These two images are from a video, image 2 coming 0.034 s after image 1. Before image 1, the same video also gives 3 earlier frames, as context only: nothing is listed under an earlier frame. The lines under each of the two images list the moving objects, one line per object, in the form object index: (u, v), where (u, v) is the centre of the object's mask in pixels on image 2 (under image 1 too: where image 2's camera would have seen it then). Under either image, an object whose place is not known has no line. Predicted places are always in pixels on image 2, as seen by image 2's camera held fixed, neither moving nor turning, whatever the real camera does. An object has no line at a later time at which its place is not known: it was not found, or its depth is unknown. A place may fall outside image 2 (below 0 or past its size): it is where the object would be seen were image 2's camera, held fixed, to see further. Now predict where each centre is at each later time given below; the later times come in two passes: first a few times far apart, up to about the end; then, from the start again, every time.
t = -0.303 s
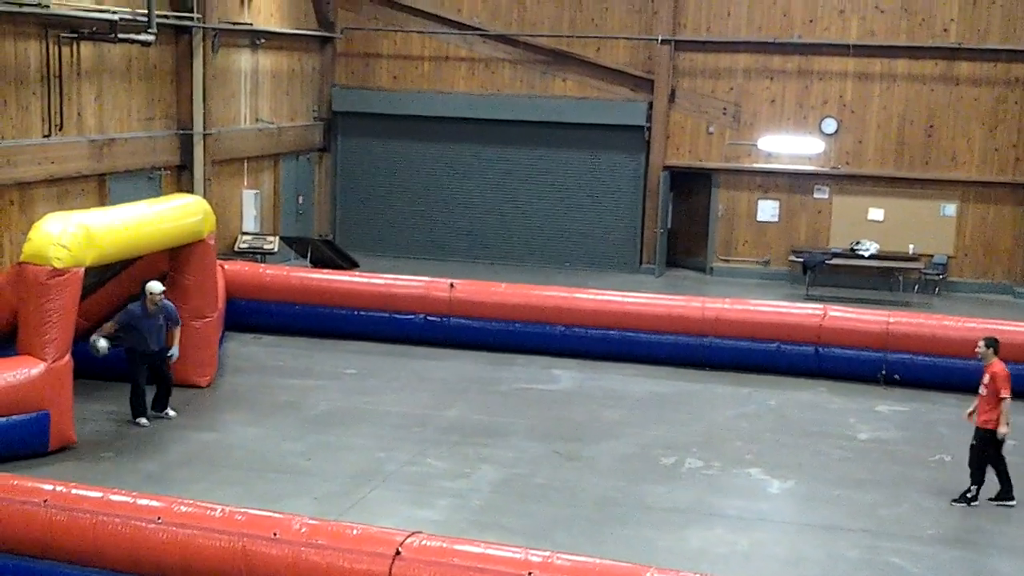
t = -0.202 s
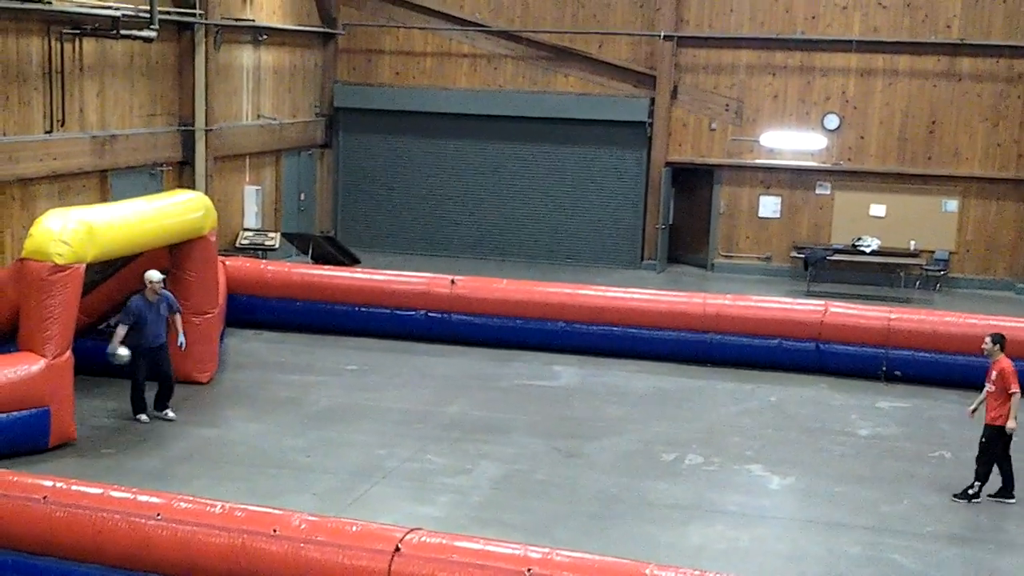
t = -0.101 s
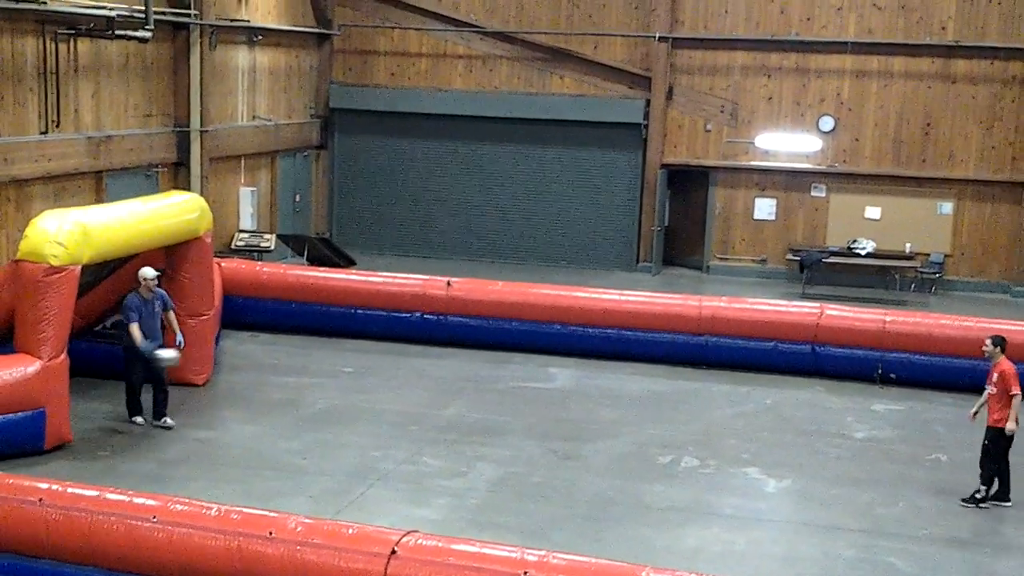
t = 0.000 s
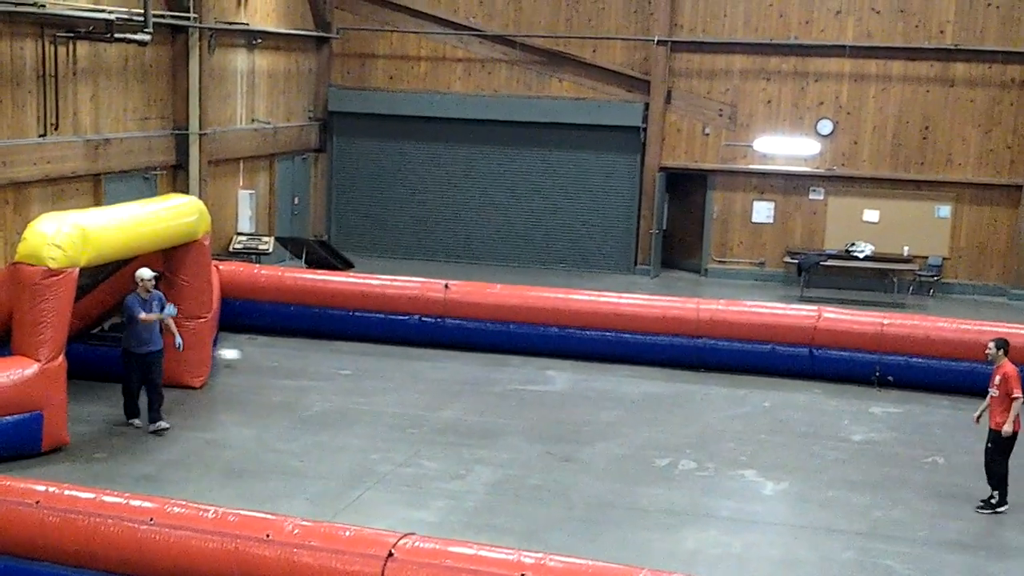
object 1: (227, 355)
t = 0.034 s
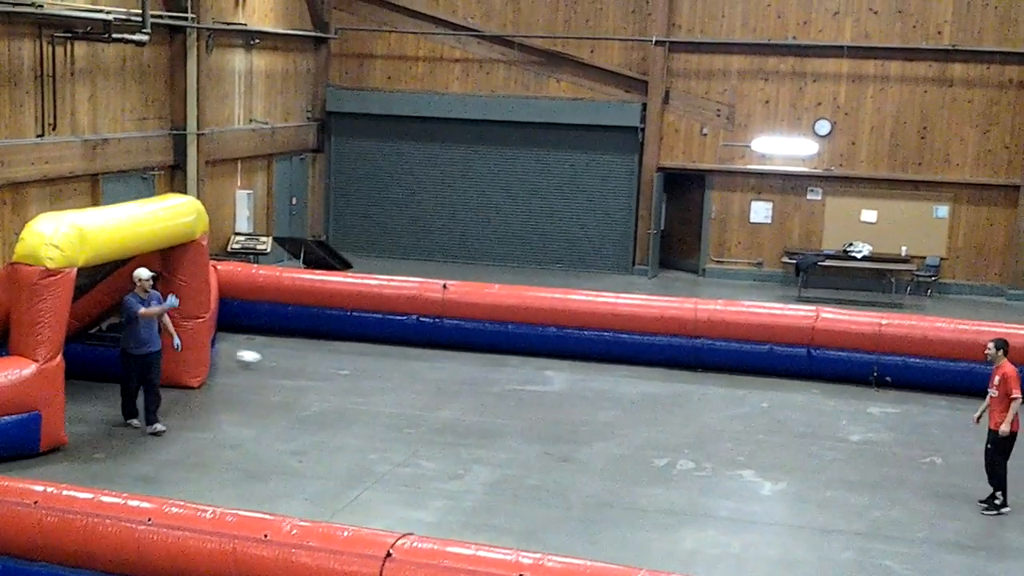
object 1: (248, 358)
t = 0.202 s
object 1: (356, 382)
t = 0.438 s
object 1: (503, 465)
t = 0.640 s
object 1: (597, 426)
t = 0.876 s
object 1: (703, 432)
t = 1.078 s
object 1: (792, 481)
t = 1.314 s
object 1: (901, 467)
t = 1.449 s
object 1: (962, 476)
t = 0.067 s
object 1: (270, 362)
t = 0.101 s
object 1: (291, 366)
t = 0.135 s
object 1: (313, 368)
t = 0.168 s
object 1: (335, 374)
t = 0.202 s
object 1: (356, 382)
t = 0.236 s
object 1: (376, 392)
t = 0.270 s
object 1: (399, 401)
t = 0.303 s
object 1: (419, 412)
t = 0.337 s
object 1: (440, 424)
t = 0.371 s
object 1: (462, 436)
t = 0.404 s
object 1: (483, 450)
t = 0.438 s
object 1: (503, 465)
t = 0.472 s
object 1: (521, 455)
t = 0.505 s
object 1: (536, 447)
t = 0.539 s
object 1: (550, 441)
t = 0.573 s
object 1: (566, 434)
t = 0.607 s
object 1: (581, 429)
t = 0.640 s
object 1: (597, 426)
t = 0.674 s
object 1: (612, 425)
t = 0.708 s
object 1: (628, 424)
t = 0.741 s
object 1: (643, 424)
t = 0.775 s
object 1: (658, 424)
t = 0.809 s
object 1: (673, 426)
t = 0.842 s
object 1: (687, 429)
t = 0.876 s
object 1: (703, 432)
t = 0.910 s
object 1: (718, 437)
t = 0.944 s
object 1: (733, 443)
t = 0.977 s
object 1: (748, 451)
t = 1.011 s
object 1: (764, 460)
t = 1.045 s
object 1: (778, 469)
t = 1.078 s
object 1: (792, 481)
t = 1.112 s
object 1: (807, 490)
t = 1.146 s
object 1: (825, 482)
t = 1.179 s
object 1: (839, 478)
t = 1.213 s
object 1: (854, 474)
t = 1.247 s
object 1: (870, 470)
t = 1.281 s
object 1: (886, 466)
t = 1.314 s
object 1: (901, 467)
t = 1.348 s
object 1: (916, 468)
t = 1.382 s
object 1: (932, 468)
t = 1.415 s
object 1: (947, 472)
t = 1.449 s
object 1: (962, 476)
